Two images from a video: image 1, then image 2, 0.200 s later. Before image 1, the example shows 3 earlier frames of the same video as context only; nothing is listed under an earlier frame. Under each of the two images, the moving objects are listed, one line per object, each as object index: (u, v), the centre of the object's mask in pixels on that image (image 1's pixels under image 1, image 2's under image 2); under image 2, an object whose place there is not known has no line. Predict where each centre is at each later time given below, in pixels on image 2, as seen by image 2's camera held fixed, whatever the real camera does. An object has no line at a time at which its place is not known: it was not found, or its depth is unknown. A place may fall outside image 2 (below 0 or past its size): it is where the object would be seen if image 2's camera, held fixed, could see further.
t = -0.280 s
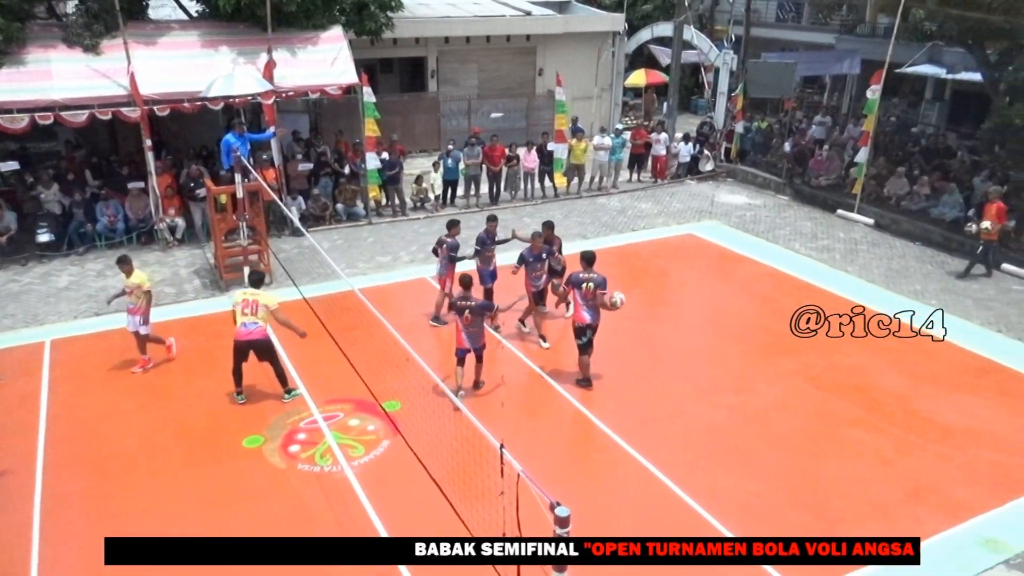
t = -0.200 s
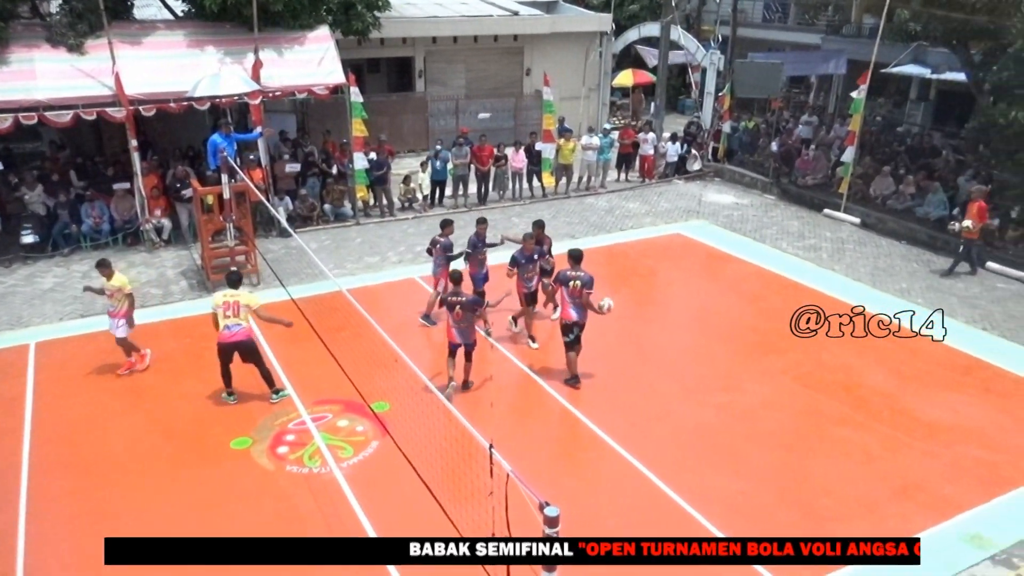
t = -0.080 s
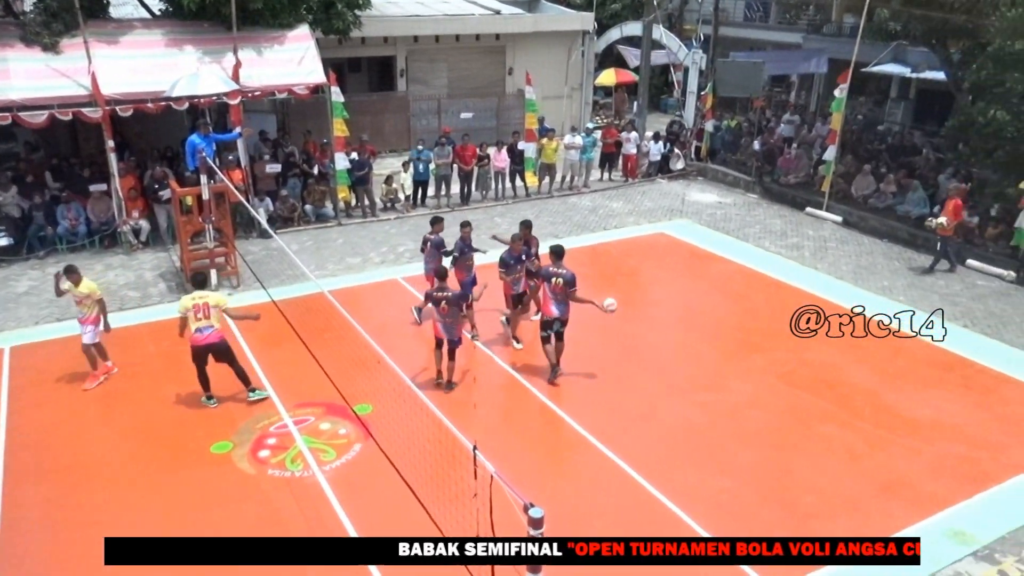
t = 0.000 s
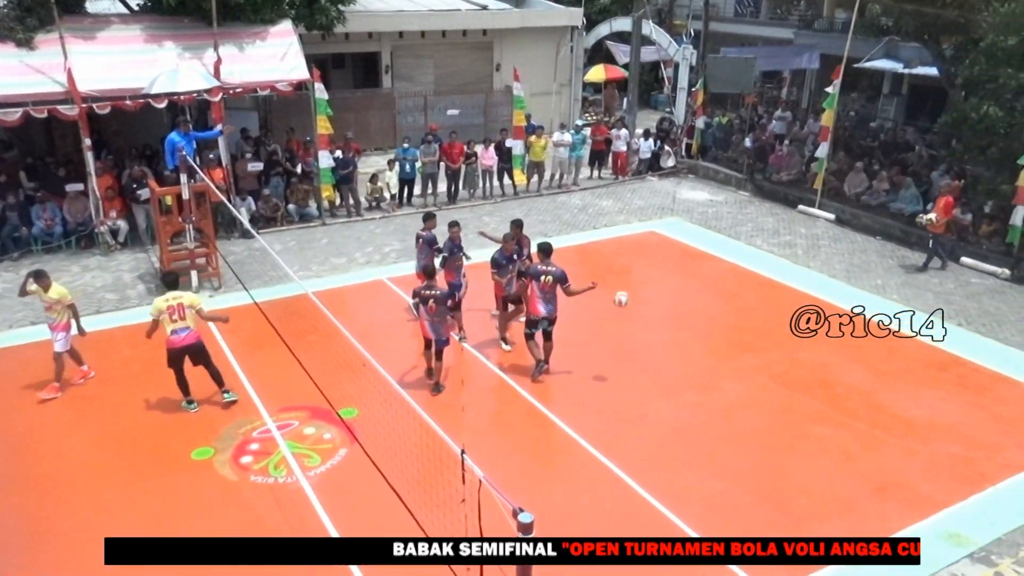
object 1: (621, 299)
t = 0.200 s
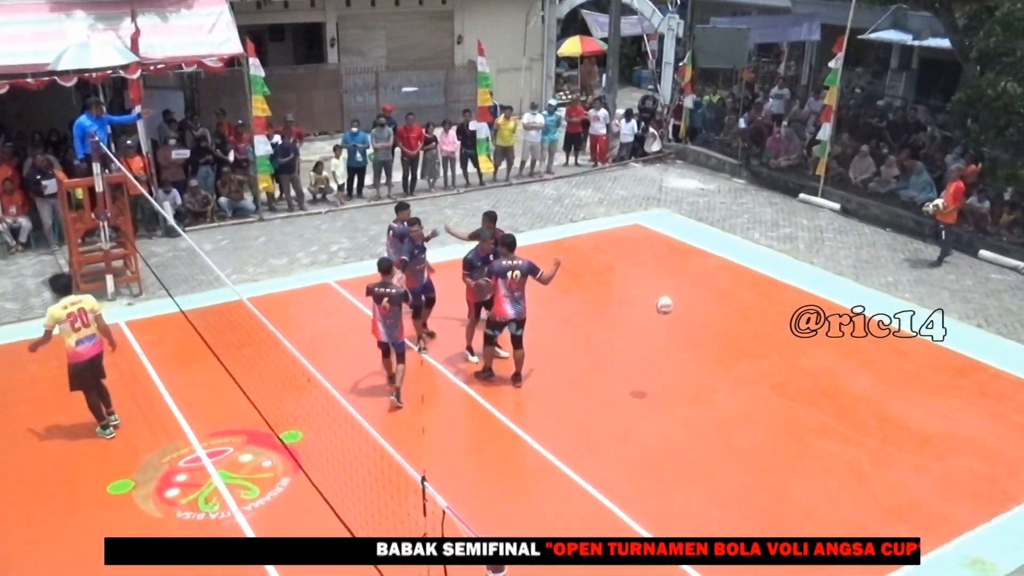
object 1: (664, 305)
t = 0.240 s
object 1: (674, 307)
